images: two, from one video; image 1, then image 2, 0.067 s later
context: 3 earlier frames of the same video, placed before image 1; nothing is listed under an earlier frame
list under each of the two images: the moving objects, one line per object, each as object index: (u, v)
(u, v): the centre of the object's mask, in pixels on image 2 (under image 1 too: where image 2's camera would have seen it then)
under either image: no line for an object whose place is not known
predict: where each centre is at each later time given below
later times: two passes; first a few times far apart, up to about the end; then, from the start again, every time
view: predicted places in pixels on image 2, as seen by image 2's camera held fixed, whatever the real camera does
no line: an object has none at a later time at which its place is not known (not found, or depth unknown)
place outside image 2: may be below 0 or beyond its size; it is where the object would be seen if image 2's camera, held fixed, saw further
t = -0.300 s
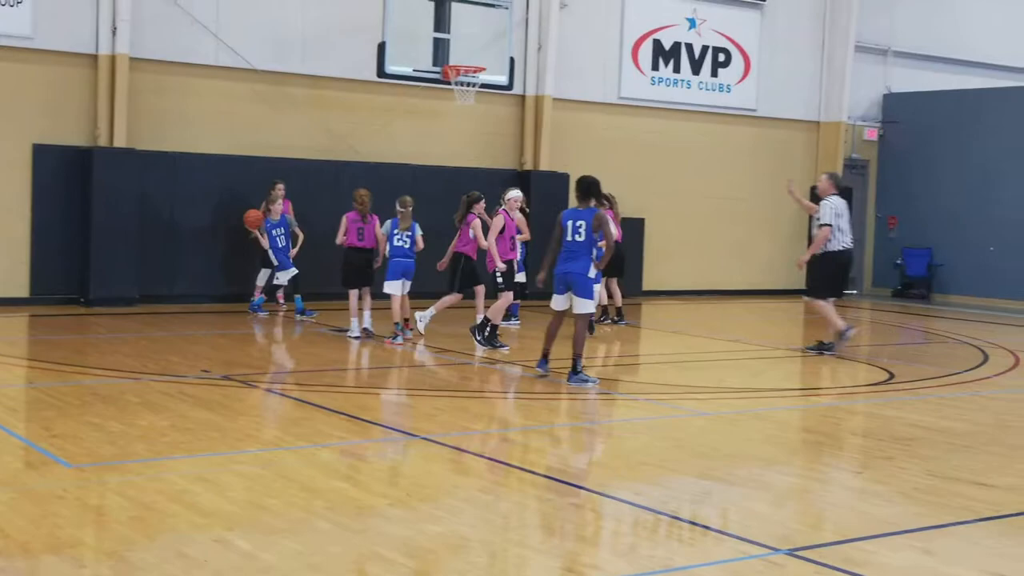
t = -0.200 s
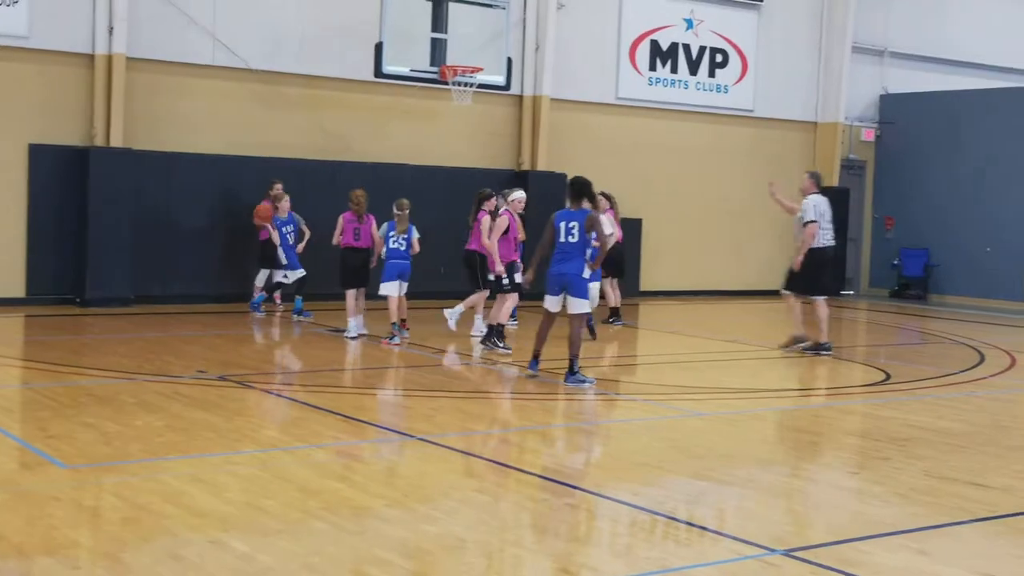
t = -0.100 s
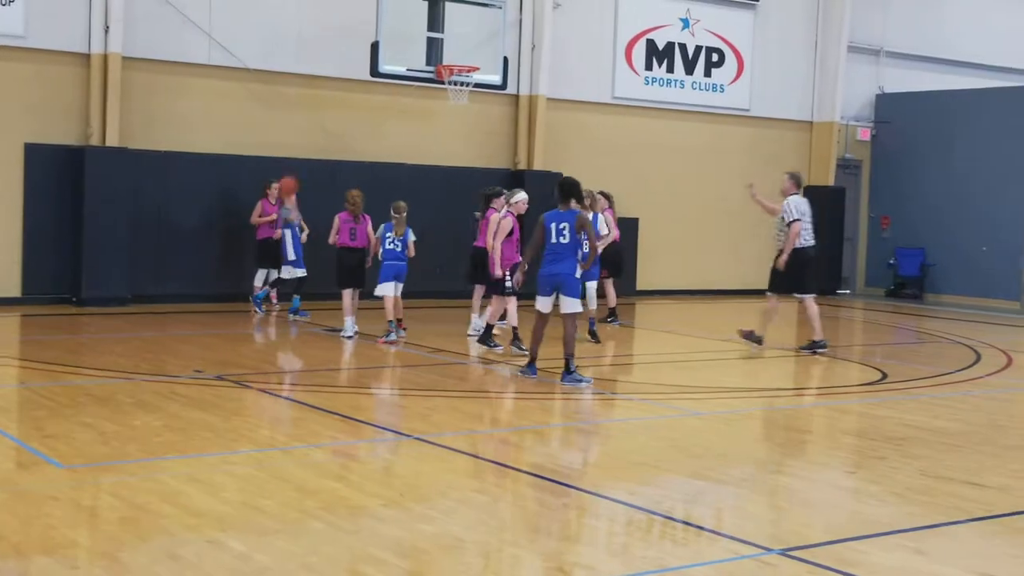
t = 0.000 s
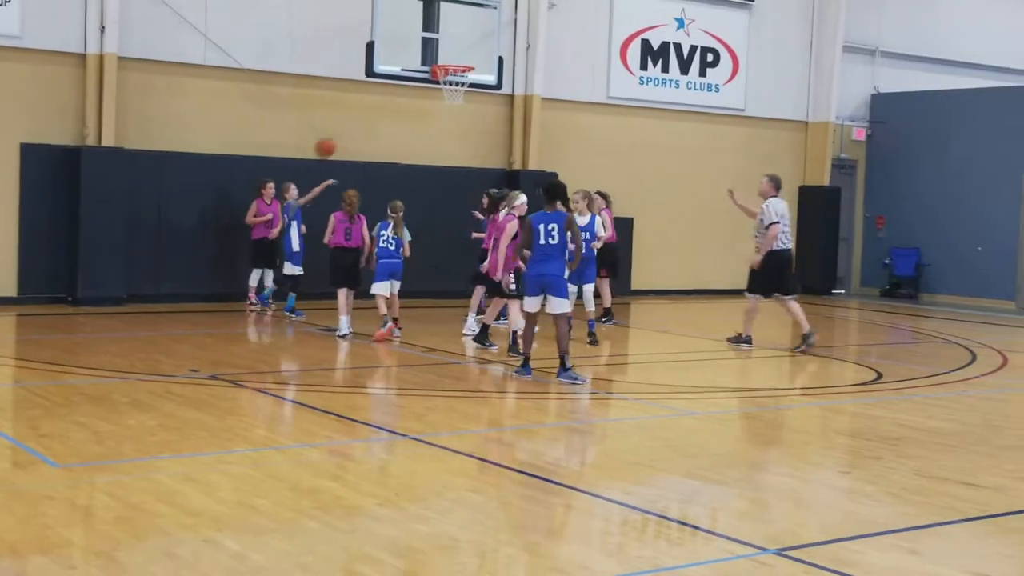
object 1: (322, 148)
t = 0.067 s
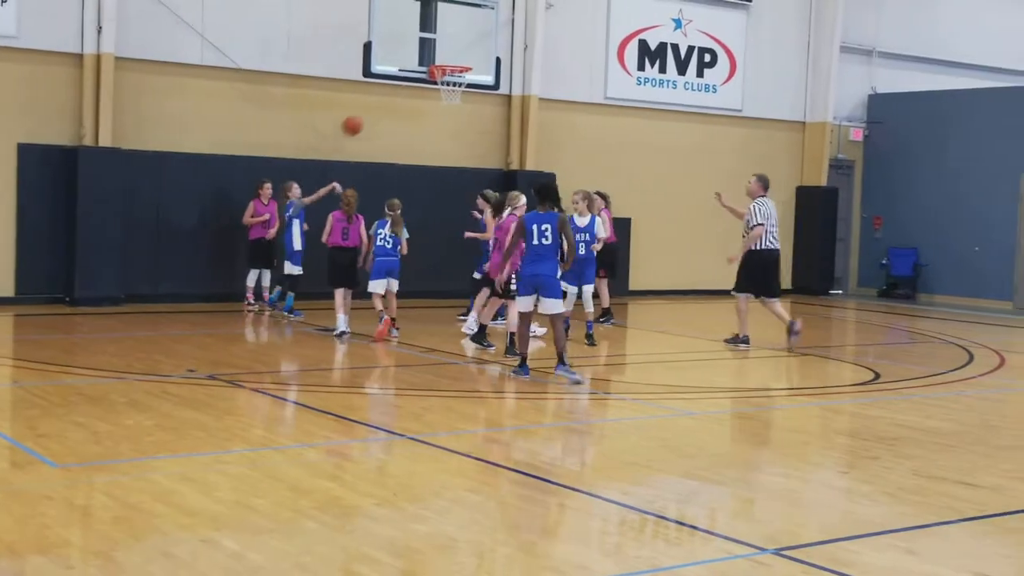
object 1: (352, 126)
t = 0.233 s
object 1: (424, 86)
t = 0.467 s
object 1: (528, 67)
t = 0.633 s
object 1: (601, 83)
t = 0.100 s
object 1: (366, 116)
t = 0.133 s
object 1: (380, 107)
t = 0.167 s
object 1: (395, 99)
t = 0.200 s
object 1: (410, 92)
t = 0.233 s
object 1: (424, 86)
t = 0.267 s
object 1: (438, 79)
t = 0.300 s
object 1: (454, 77)
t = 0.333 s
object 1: (470, 71)
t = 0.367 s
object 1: (485, 69)
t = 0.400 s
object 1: (499, 67)
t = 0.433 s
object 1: (514, 66)
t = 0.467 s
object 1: (528, 67)
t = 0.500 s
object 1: (543, 68)
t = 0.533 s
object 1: (557, 70)
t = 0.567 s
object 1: (572, 73)
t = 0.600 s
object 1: (586, 77)
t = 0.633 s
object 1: (601, 83)
